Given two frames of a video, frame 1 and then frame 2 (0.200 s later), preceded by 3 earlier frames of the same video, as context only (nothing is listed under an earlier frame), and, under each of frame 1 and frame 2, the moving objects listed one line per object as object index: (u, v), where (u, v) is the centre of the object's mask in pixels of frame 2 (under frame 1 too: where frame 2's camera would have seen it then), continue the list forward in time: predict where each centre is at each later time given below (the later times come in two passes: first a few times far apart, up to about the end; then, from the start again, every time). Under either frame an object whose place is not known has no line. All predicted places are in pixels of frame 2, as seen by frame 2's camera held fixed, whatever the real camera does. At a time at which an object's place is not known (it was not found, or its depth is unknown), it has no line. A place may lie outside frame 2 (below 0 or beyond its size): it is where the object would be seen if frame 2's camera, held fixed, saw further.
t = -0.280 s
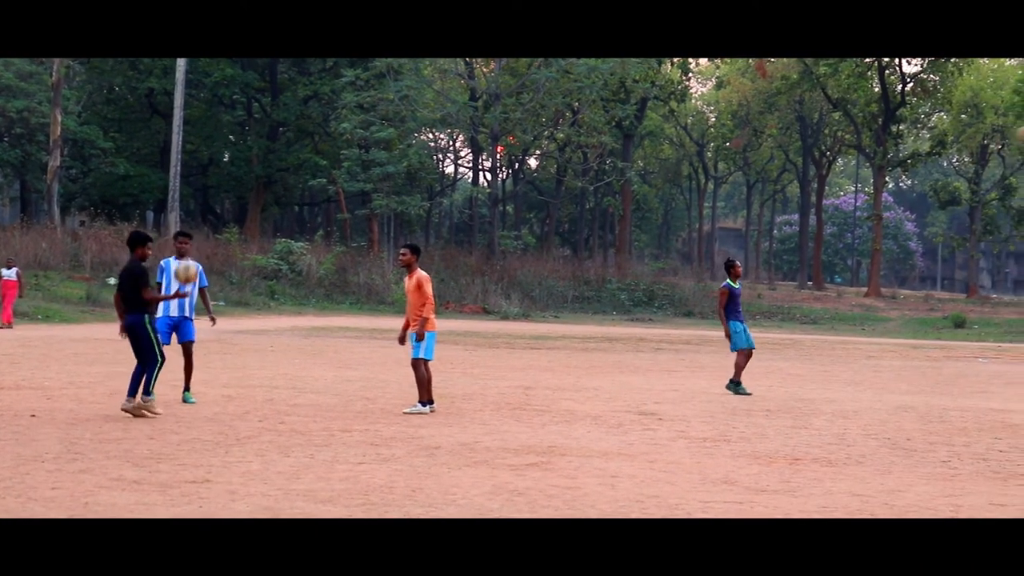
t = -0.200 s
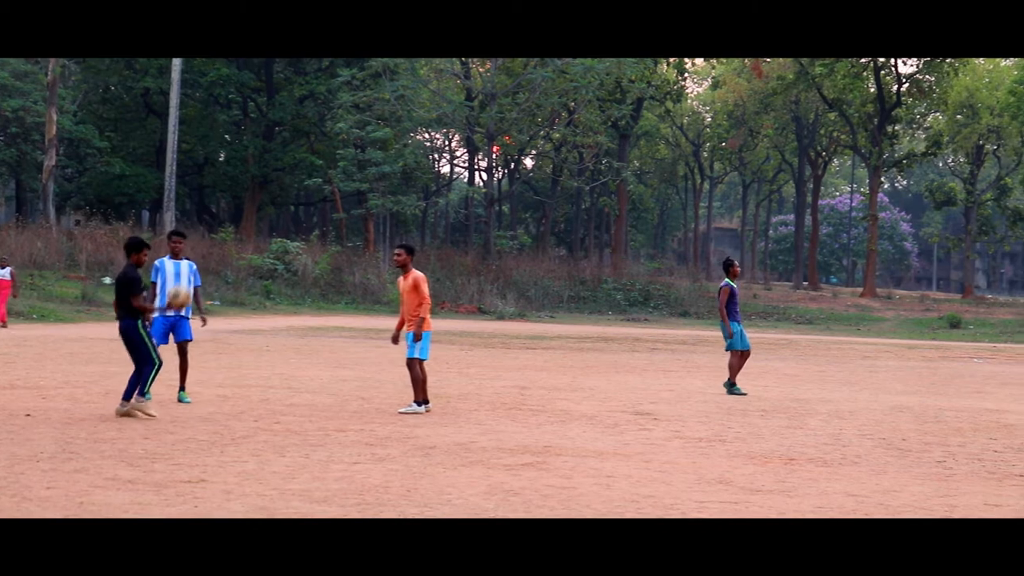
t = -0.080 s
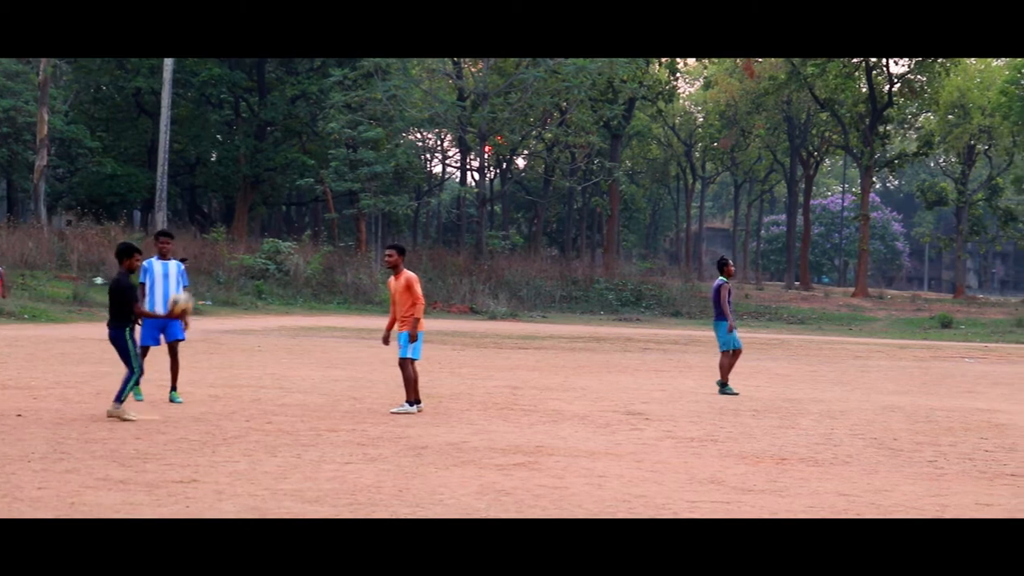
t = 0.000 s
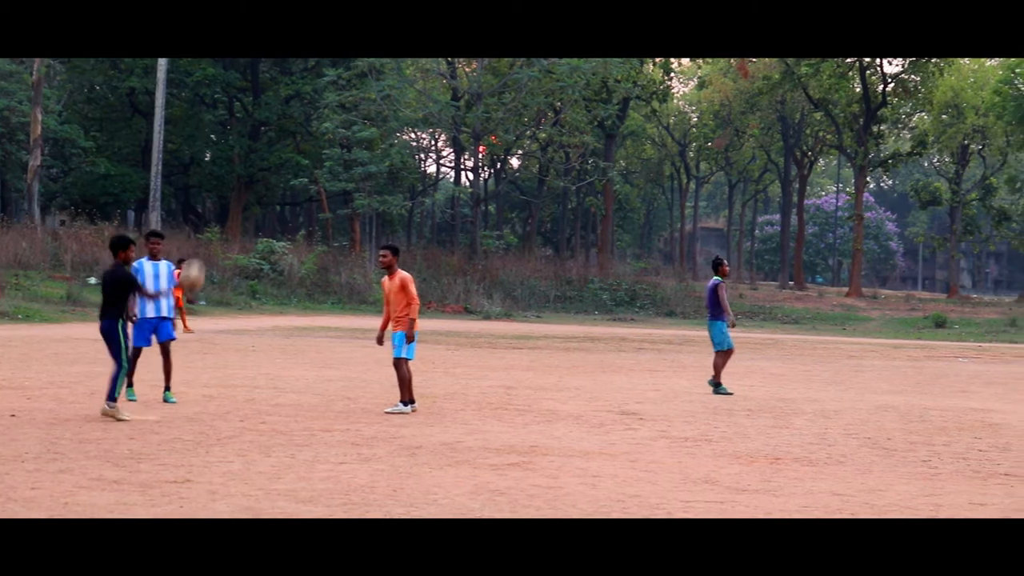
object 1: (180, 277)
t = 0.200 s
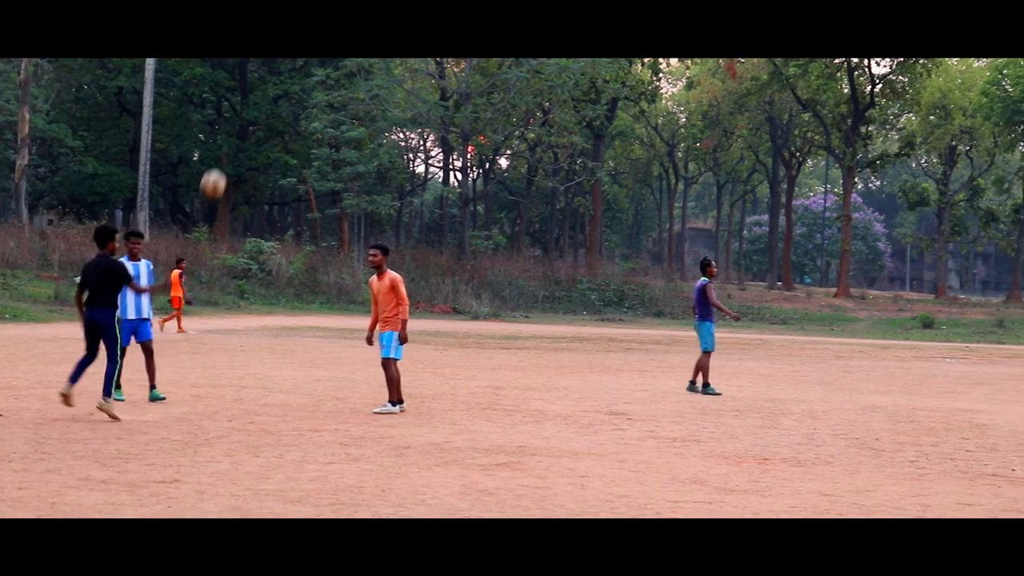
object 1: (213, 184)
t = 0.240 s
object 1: (219, 170)
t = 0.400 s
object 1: (242, 135)
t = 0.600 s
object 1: (269, 130)
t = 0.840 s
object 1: (298, 177)
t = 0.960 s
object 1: (311, 221)
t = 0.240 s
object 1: (219, 170)
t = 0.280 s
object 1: (225, 159)
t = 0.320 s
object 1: (230, 148)
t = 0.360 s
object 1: (236, 141)
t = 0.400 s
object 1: (242, 135)
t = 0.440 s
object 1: (247, 131)
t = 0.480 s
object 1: (253, 128)
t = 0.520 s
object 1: (258, 127)
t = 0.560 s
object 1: (263, 127)
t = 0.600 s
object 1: (269, 130)
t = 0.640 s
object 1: (274, 134)
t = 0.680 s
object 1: (278, 140)
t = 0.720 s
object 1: (284, 147)
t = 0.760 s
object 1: (288, 155)
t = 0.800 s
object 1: (293, 165)
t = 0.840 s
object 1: (298, 177)
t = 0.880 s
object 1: (302, 191)
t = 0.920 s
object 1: (307, 205)
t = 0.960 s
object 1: (311, 221)
